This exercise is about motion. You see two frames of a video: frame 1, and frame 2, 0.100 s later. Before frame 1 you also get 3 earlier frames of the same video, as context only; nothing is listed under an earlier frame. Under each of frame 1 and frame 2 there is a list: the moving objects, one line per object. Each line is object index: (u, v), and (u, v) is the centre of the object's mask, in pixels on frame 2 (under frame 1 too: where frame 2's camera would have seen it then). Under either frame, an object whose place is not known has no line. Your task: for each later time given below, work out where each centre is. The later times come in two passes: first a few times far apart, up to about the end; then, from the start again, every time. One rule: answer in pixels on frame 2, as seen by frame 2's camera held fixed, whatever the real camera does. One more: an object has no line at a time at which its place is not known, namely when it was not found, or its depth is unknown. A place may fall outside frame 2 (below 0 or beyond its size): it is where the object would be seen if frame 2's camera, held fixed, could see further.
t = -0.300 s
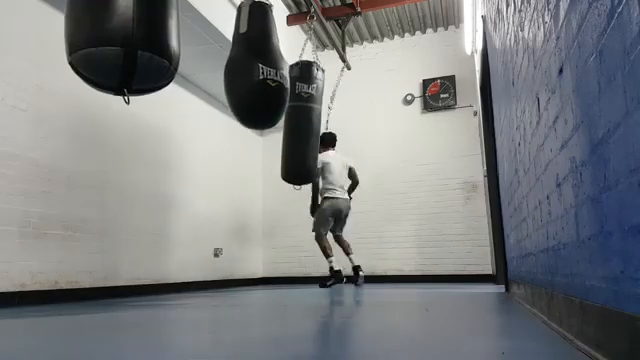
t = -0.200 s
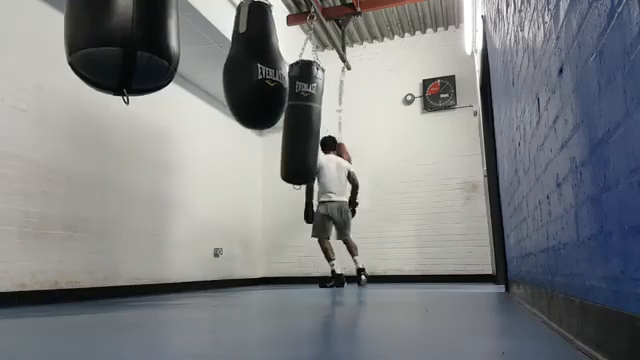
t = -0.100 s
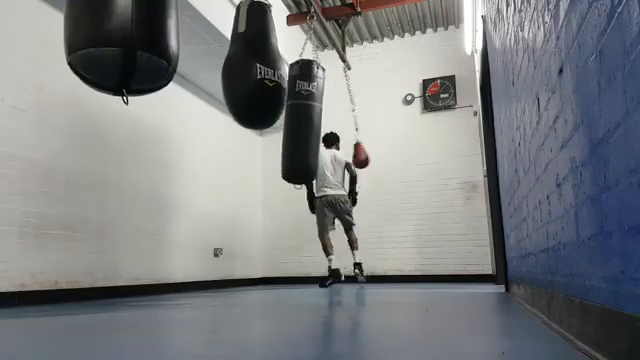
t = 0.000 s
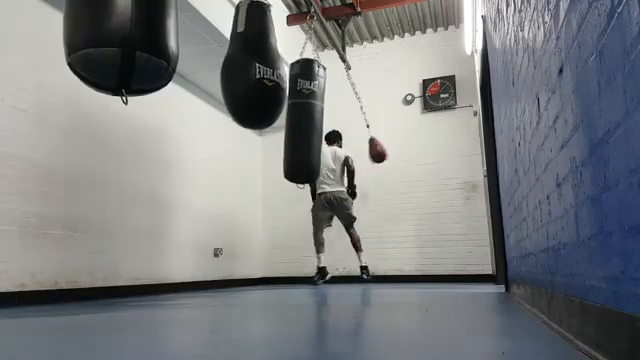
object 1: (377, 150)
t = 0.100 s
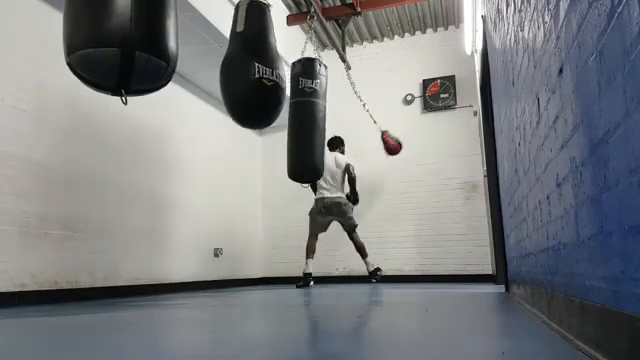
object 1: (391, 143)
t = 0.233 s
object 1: (404, 135)
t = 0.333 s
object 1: (409, 131)
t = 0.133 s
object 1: (395, 141)
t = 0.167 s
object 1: (398, 138)
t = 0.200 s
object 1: (402, 137)
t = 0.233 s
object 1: (404, 135)
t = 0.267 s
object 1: (407, 133)
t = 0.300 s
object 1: (408, 132)
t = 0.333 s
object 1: (409, 131)
